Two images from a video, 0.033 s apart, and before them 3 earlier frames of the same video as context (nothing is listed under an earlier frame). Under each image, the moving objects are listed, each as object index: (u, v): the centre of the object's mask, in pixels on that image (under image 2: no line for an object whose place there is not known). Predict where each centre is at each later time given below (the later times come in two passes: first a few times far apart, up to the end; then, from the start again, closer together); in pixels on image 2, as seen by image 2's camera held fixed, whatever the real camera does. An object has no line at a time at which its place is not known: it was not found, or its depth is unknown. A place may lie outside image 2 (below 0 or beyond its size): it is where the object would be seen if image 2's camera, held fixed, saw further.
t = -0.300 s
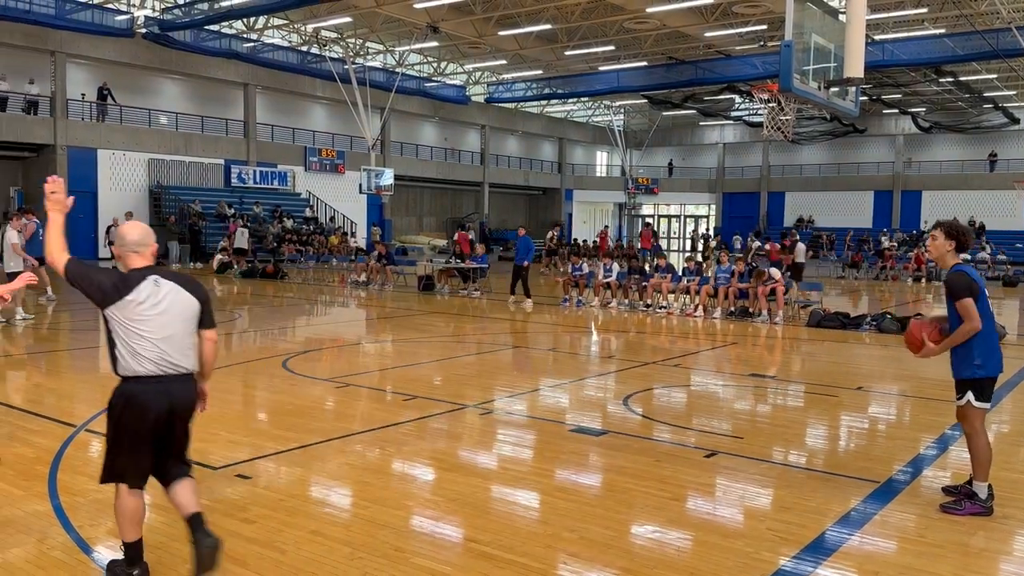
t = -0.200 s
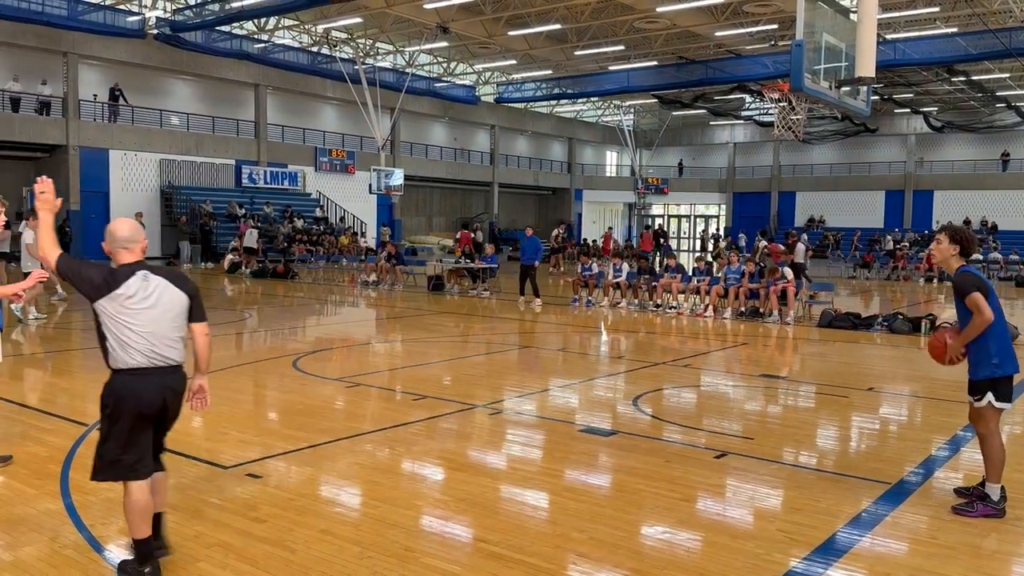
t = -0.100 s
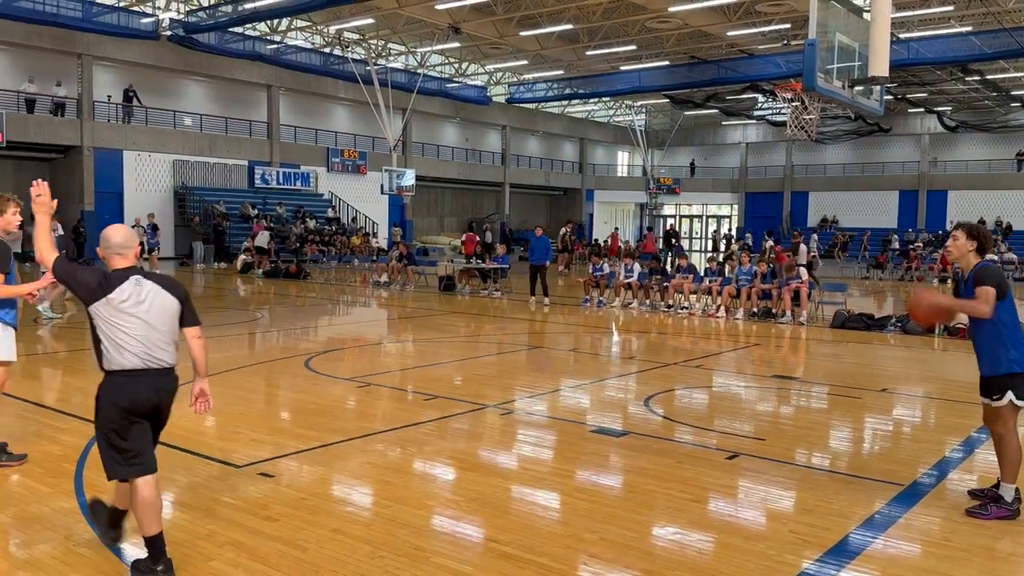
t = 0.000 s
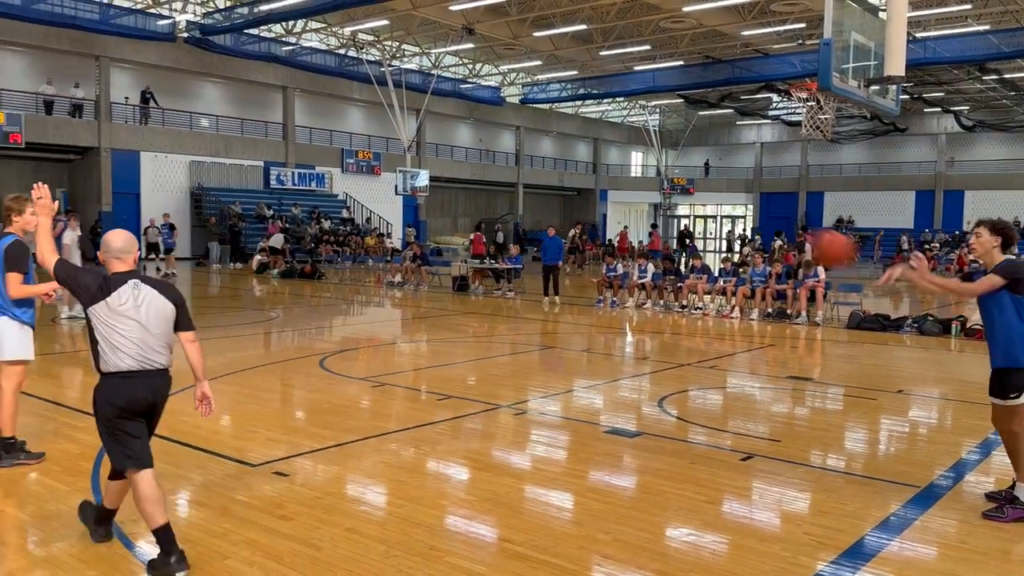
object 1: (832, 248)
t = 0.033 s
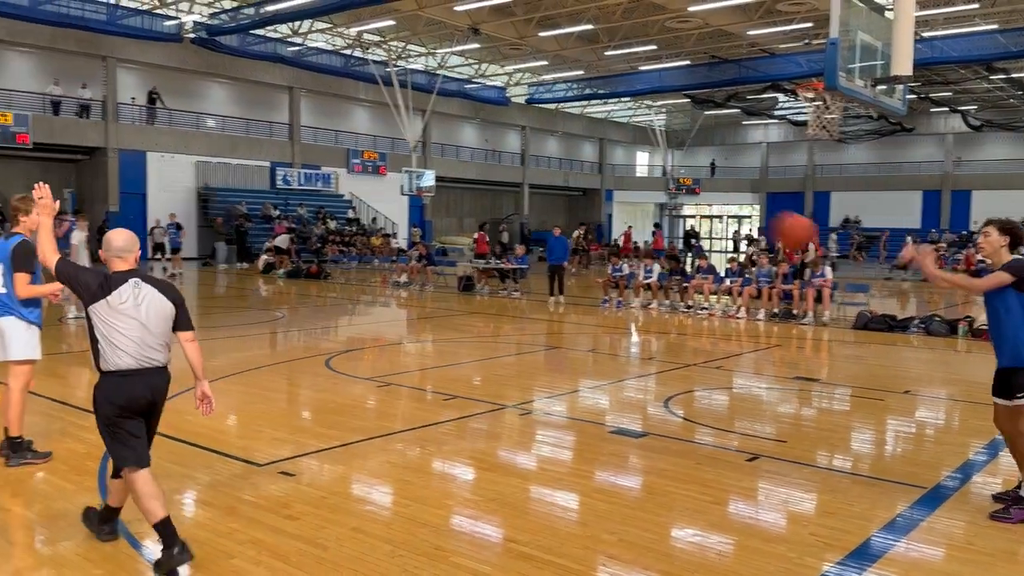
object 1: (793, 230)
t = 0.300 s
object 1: (465, 152)
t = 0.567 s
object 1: (174, 168)
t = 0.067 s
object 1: (755, 215)
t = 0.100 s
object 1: (706, 199)
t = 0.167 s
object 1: (622, 179)
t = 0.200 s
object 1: (583, 170)
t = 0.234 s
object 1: (542, 161)
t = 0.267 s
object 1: (504, 157)
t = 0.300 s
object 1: (465, 152)
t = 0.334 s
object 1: (427, 149)
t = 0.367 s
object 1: (389, 147)
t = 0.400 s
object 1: (352, 147)
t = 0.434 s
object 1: (316, 148)
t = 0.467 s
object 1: (281, 152)
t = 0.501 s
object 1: (244, 155)
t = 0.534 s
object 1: (208, 161)
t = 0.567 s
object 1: (174, 168)
